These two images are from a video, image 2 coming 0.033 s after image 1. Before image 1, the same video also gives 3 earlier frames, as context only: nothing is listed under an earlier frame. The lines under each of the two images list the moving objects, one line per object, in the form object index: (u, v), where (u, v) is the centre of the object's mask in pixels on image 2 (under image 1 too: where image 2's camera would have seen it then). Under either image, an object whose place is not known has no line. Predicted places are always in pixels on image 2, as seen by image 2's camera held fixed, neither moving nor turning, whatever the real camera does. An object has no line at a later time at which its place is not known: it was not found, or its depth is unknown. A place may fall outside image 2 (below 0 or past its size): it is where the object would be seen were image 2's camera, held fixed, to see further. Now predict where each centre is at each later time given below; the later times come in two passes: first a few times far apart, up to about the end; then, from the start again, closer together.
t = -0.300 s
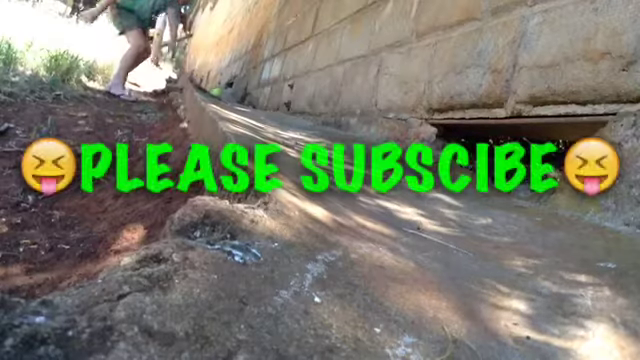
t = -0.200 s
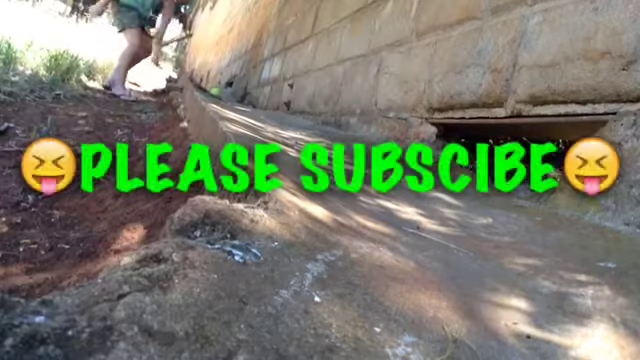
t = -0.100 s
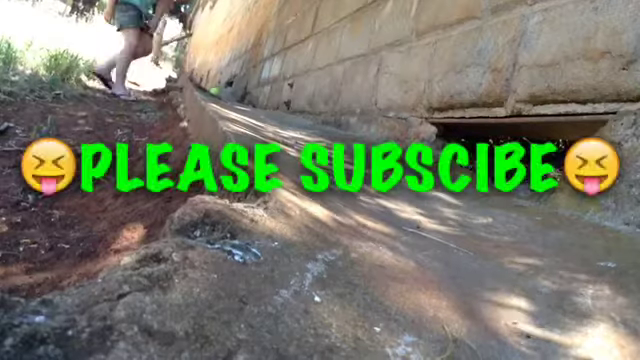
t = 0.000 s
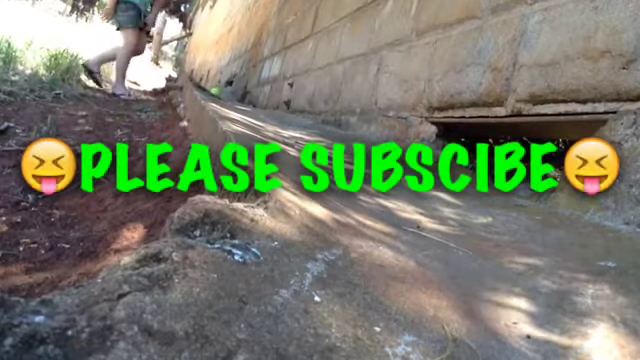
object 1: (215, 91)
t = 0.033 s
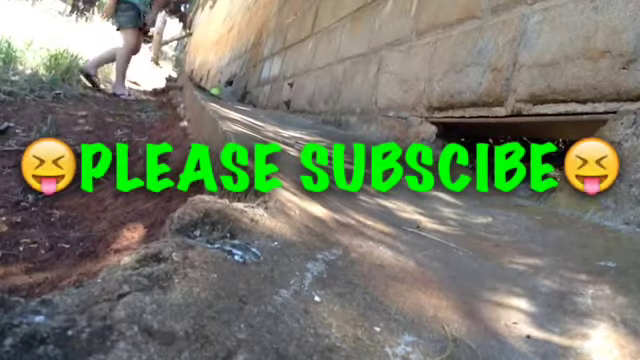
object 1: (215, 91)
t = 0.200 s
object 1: (218, 93)
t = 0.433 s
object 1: (221, 94)
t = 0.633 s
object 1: (228, 96)
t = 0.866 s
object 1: (233, 98)
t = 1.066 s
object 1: (234, 99)
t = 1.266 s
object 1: (236, 98)
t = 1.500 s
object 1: (240, 99)
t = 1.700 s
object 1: (242, 100)
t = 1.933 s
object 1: (241, 100)
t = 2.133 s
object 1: (240, 101)
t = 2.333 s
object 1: (239, 101)
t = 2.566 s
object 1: (243, 101)
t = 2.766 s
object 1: (251, 104)
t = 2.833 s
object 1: (256, 105)
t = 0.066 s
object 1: (216, 92)
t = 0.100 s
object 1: (217, 93)
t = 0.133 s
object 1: (217, 93)
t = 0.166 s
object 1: (218, 93)
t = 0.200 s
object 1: (218, 93)
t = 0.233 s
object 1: (218, 93)
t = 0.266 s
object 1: (219, 93)
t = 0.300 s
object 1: (219, 94)
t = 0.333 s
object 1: (220, 94)
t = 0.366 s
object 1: (220, 94)
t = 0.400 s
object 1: (221, 94)
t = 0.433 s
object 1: (221, 94)
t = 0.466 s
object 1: (221, 94)
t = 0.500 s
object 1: (222, 94)
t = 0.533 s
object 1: (225, 93)
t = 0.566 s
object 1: (226, 93)
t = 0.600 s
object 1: (227, 96)
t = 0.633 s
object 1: (228, 96)
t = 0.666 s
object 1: (229, 96)
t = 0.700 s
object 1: (230, 98)
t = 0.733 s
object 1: (231, 98)
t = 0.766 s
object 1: (232, 98)
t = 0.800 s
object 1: (232, 98)
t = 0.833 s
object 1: (232, 99)
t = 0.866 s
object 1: (233, 98)
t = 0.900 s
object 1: (233, 98)
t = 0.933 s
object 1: (233, 99)
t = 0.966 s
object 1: (233, 99)
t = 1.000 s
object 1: (233, 99)
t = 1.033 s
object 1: (234, 99)
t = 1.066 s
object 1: (234, 99)
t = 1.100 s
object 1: (234, 98)
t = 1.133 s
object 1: (234, 98)
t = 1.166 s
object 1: (234, 98)
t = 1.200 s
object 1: (235, 98)
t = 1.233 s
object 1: (235, 98)
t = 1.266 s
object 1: (236, 98)
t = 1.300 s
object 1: (236, 98)
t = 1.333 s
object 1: (237, 98)
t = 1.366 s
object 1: (237, 98)
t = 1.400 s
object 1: (238, 98)
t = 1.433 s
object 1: (239, 98)
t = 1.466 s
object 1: (239, 98)
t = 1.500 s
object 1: (240, 99)
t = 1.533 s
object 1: (241, 99)
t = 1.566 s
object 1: (241, 100)
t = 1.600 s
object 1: (242, 99)
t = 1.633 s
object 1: (242, 99)
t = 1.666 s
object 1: (242, 99)
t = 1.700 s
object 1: (242, 100)
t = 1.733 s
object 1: (242, 99)
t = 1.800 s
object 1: (241, 100)
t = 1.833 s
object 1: (241, 100)
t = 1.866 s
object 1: (241, 100)
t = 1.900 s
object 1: (241, 100)
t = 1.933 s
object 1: (241, 100)
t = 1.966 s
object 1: (241, 100)
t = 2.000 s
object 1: (240, 101)
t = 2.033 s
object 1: (240, 100)
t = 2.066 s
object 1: (240, 100)
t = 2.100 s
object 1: (240, 101)
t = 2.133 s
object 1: (240, 101)
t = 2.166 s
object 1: (239, 101)
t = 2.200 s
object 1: (240, 102)
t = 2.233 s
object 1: (239, 102)
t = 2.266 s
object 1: (239, 101)
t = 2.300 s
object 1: (239, 101)
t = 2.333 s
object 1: (239, 101)
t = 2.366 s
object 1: (239, 101)
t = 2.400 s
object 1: (239, 101)
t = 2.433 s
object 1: (240, 101)
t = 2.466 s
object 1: (240, 101)
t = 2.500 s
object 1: (241, 102)
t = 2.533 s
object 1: (242, 101)
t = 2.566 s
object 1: (243, 101)
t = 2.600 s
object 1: (243, 102)
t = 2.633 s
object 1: (245, 102)
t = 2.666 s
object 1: (246, 103)
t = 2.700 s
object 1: (248, 103)
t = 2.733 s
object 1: (249, 103)
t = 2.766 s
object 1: (251, 104)
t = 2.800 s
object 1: (253, 105)
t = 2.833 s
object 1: (256, 105)
